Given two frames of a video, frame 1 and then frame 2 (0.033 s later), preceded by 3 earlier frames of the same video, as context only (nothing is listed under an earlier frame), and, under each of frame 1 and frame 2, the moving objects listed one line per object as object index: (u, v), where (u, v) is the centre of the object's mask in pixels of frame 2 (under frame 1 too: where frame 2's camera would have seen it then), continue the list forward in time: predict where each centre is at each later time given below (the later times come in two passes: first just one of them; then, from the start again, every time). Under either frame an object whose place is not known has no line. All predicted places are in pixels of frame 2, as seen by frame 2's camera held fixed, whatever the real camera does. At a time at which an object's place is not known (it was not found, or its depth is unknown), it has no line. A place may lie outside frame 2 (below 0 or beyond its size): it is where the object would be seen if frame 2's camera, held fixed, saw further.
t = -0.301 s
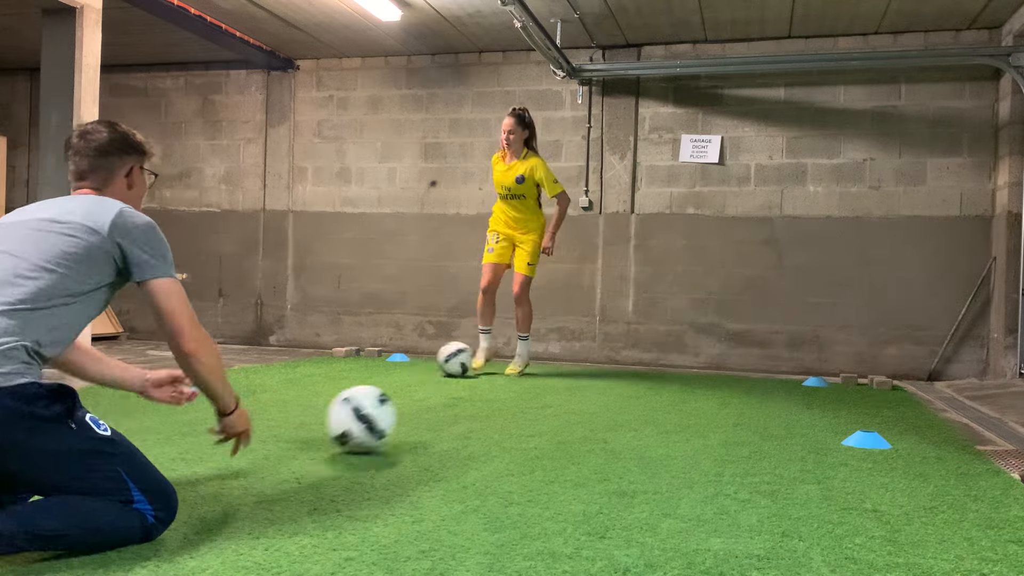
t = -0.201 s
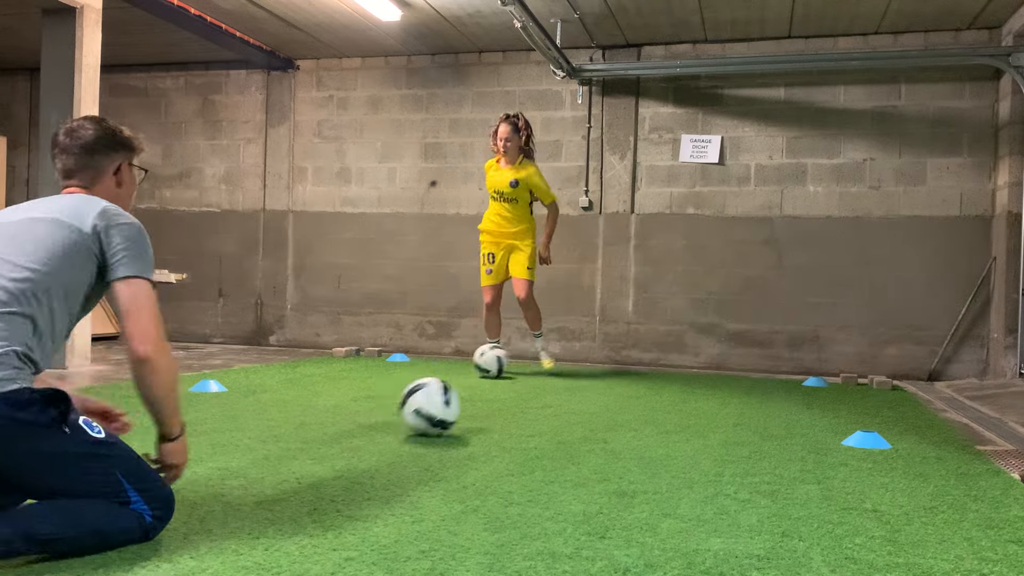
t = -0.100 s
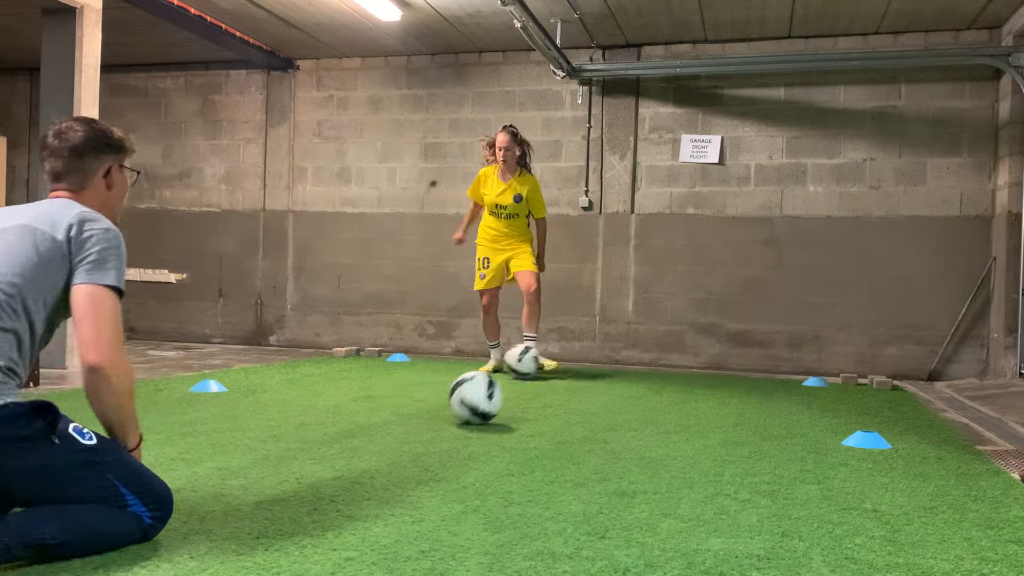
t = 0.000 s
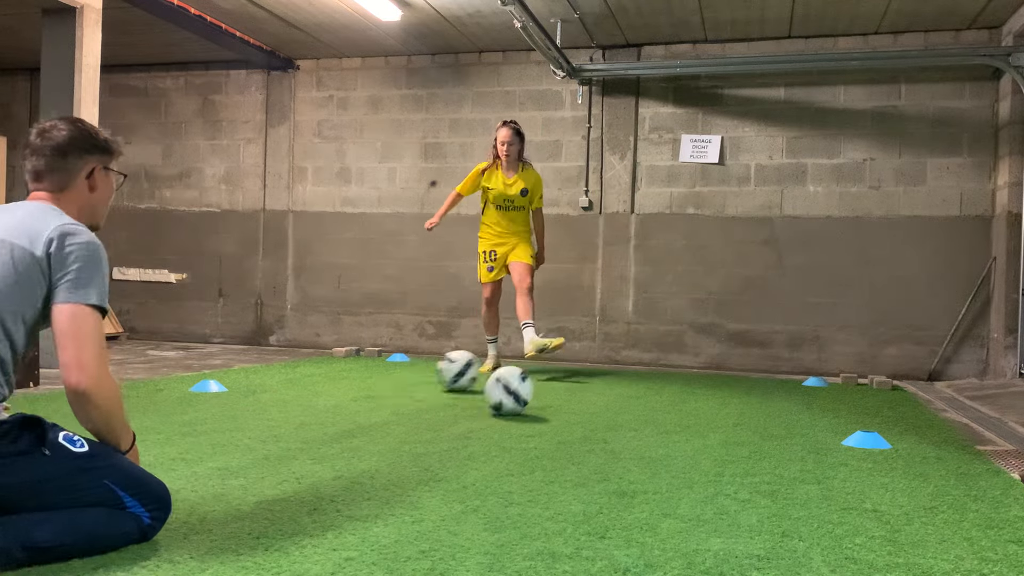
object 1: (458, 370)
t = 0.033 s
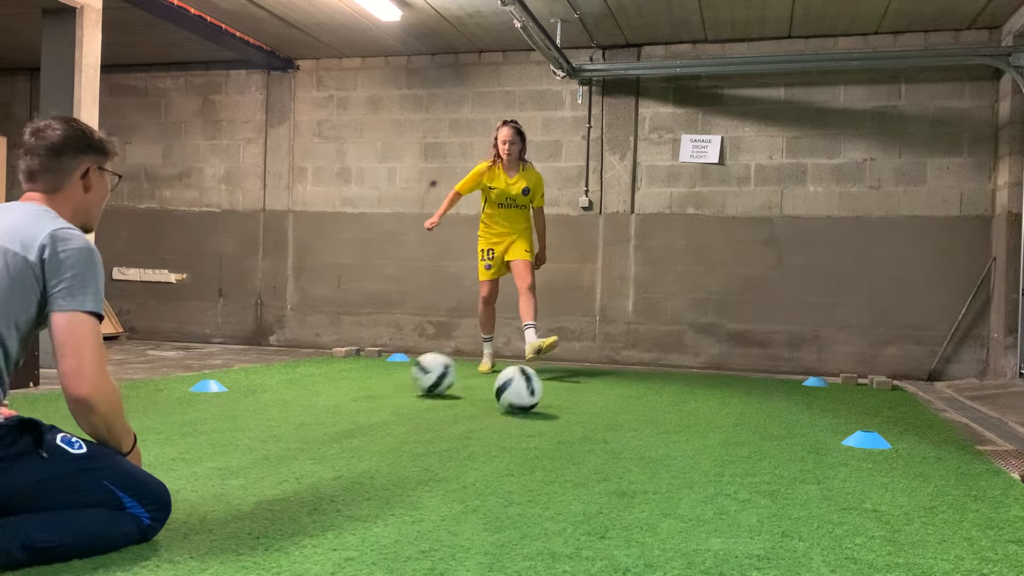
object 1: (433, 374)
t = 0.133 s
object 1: (347, 386)
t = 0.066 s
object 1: (408, 378)
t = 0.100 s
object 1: (377, 382)
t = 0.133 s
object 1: (347, 386)
